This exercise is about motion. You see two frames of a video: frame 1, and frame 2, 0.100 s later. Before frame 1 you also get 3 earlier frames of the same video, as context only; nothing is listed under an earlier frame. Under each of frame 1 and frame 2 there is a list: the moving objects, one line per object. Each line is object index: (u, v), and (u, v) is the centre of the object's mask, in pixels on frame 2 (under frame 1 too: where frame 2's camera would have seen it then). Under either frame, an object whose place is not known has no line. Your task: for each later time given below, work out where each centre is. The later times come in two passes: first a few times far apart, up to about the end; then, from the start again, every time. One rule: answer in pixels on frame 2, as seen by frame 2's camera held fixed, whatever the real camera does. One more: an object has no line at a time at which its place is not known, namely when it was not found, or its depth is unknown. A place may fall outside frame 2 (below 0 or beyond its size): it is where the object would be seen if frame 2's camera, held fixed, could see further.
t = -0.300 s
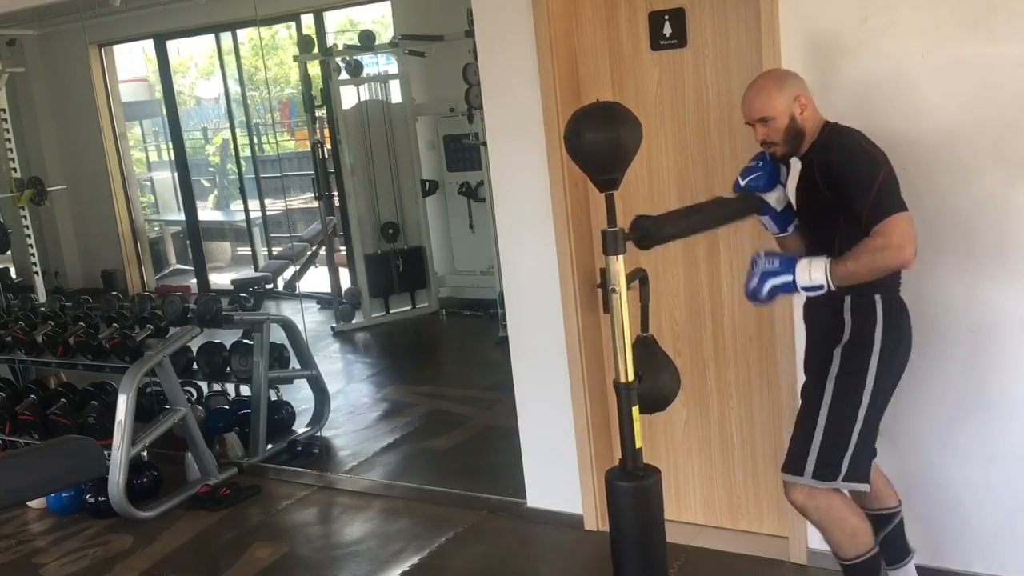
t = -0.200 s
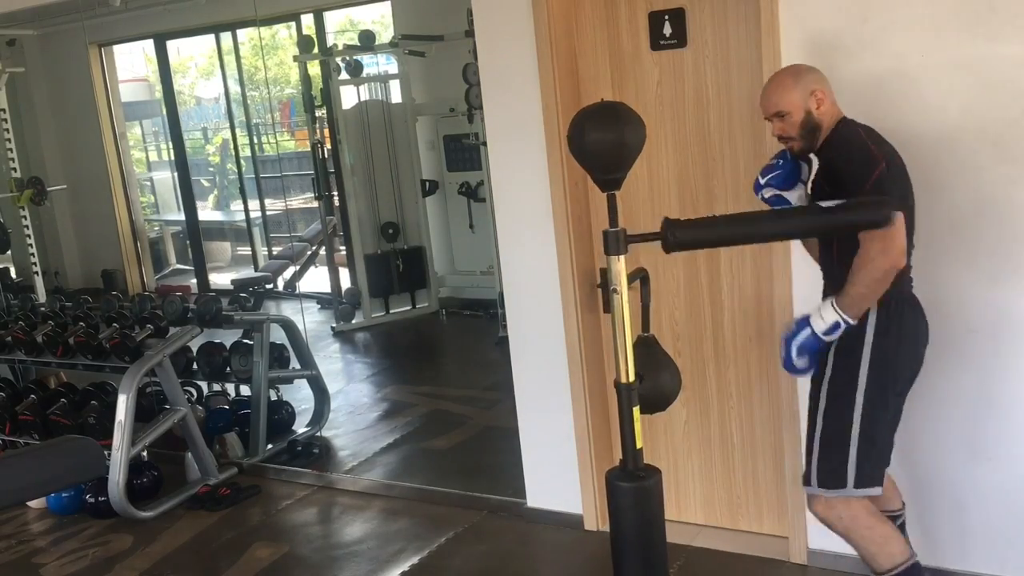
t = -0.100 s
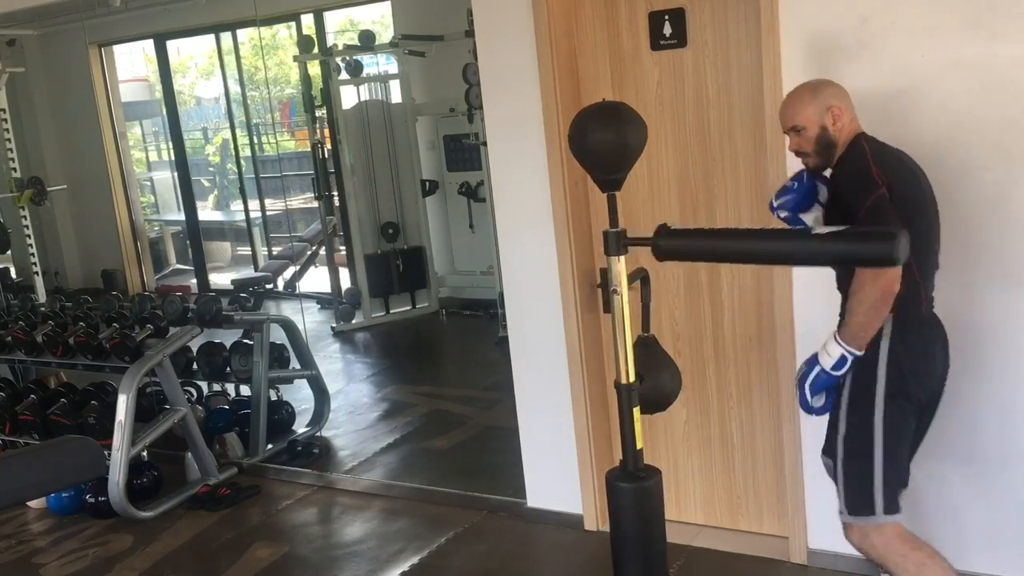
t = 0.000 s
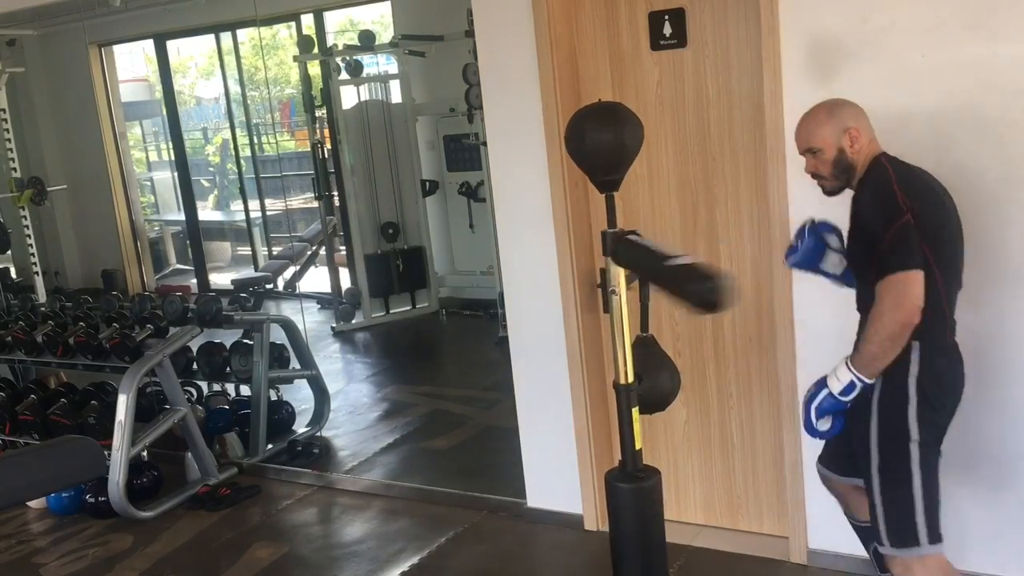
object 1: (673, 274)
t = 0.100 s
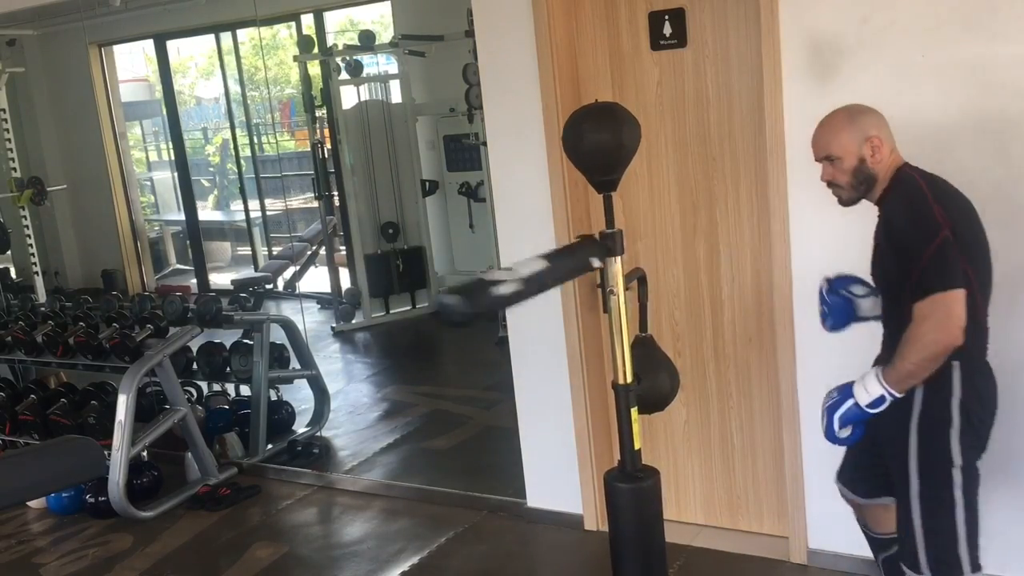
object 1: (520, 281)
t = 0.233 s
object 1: (447, 262)
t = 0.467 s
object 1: (590, 220)
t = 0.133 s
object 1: (485, 279)
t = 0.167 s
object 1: (460, 275)
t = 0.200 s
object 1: (450, 268)
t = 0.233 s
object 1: (447, 262)
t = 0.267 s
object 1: (454, 256)
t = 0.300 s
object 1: (469, 249)
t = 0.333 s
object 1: (488, 243)
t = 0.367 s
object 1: (513, 237)
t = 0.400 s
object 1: (539, 232)
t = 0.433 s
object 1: (566, 228)
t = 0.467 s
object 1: (590, 220)
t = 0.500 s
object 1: (633, 217)
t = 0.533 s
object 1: (659, 219)
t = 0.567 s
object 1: (685, 219)
